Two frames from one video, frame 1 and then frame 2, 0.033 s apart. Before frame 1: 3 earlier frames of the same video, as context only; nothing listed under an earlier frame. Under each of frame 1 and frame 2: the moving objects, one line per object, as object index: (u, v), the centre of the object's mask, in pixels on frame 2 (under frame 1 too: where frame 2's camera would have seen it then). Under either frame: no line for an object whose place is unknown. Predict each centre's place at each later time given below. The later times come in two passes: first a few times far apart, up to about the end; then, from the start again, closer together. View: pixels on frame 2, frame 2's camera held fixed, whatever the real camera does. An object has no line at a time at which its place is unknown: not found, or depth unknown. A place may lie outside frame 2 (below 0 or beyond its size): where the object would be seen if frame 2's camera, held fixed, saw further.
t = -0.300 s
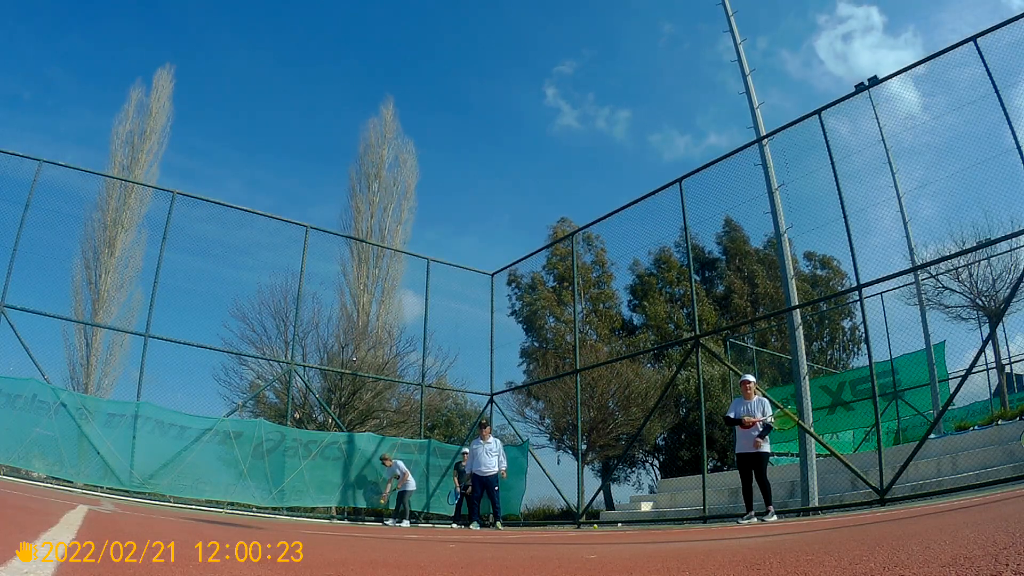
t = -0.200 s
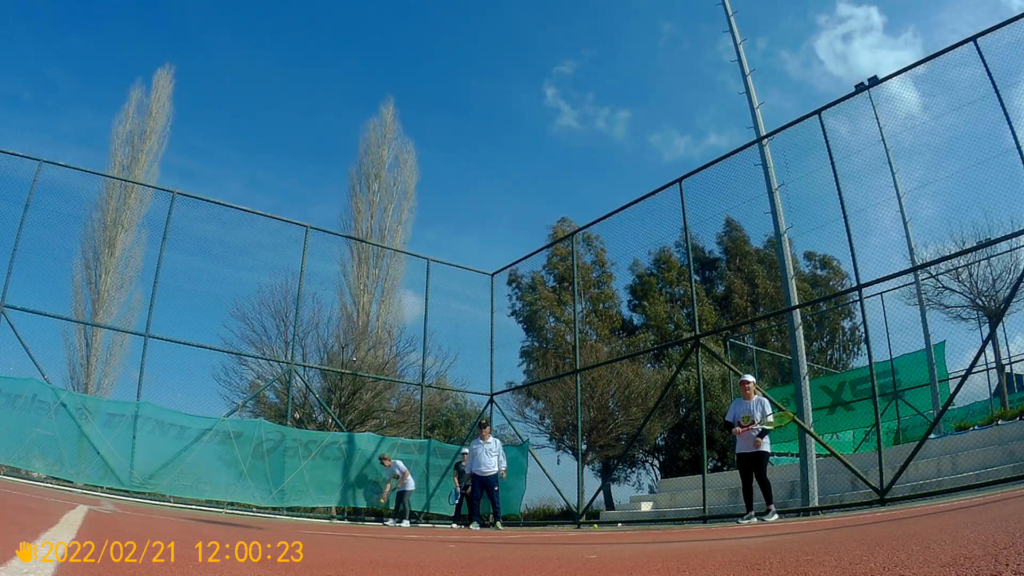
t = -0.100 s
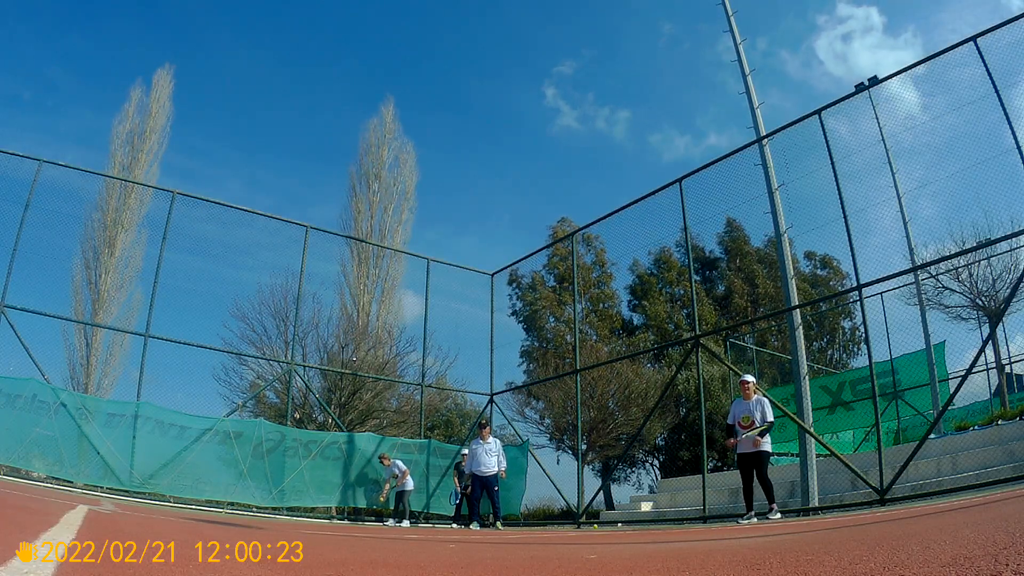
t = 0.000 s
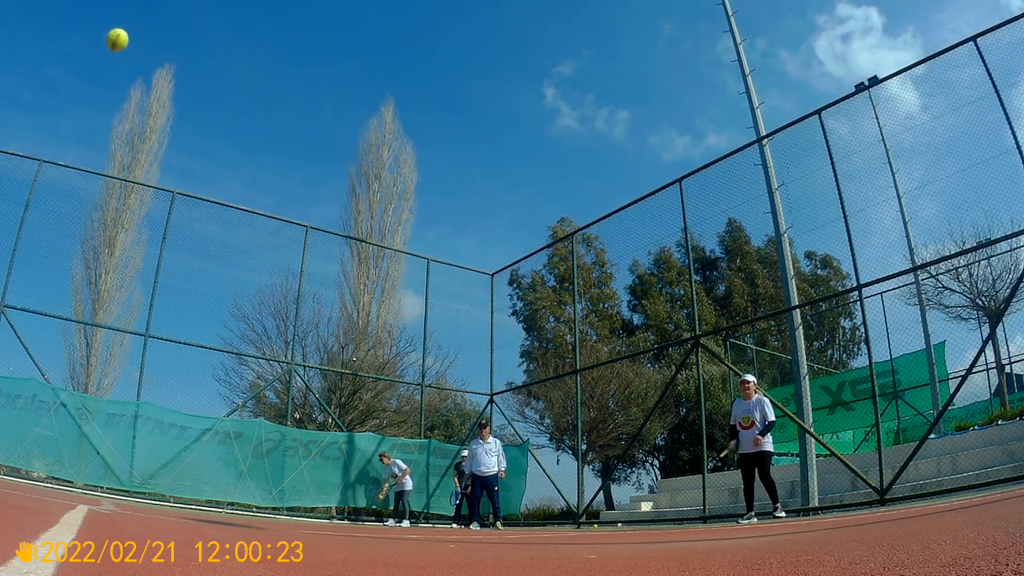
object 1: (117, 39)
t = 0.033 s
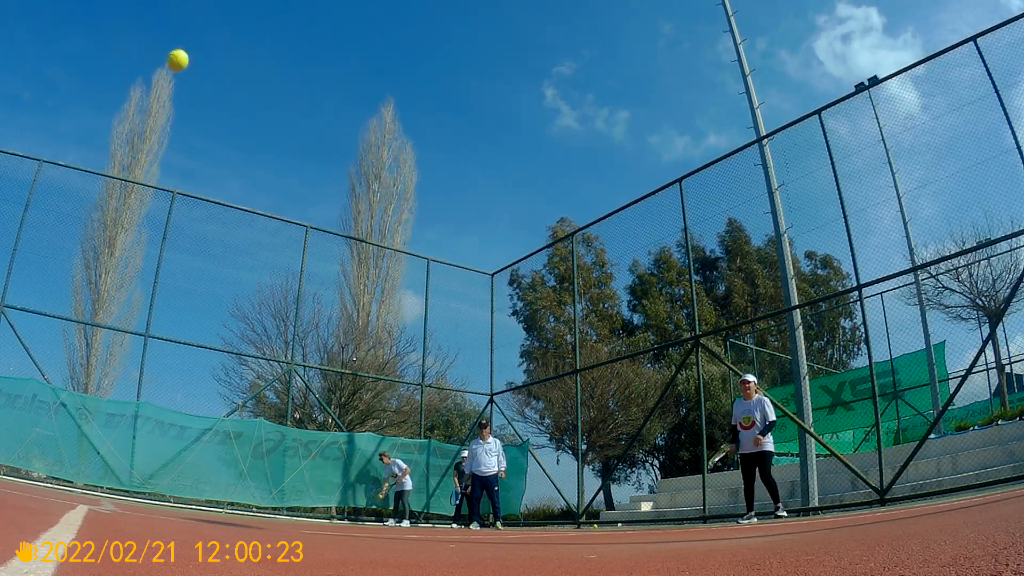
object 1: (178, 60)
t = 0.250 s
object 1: (469, 232)
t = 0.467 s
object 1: (625, 413)
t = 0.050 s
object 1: (206, 71)
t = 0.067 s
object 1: (234, 83)
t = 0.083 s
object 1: (261, 95)
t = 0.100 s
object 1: (286, 108)
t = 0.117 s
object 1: (310, 121)
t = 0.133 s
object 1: (334, 134)
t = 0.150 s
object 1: (356, 148)
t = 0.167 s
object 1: (377, 162)
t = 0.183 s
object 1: (398, 176)
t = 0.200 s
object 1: (417, 190)
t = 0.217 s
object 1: (435, 204)
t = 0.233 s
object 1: (453, 218)
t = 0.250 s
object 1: (469, 232)
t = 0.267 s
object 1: (485, 246)
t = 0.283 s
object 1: (500, 260)
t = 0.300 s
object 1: (515, 275)
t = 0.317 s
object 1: (528, 289)
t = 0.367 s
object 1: (565, 330)
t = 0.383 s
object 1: (577, 344)
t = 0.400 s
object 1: (587, 359)
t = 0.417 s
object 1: (597, 372)
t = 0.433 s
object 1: (607, 385)
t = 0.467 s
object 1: (625, 413)
